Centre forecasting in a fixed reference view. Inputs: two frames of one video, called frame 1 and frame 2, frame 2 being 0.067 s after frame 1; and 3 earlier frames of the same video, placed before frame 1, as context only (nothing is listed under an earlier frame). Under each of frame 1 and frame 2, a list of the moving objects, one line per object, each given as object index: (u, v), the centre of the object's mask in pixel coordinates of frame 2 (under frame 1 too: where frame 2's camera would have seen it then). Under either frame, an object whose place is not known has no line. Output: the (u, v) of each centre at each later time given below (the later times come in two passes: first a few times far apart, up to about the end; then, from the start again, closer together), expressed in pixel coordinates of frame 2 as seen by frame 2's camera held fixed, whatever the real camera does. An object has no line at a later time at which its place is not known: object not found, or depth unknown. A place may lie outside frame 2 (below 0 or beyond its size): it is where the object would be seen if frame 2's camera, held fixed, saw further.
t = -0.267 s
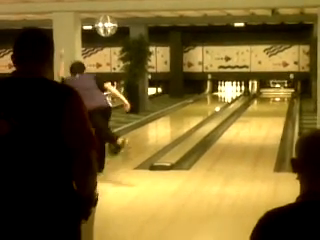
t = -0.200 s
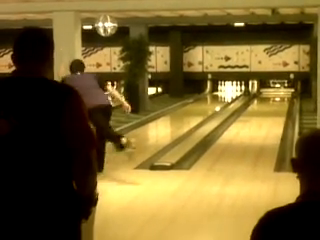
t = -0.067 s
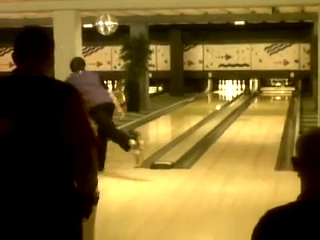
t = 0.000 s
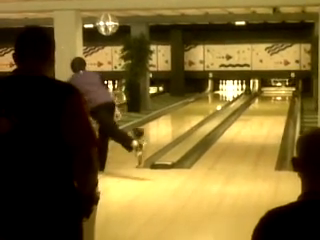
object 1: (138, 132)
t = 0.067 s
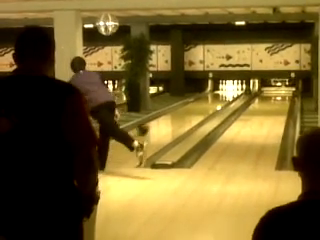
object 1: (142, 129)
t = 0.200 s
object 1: (151, 125)
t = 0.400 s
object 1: (162, 117)
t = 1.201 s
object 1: (192, 100)
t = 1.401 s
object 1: (199, 97)
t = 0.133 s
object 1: (147, 127)
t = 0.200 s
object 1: (151, 125)
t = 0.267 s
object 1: (155, 123)
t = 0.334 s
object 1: (158, 118)
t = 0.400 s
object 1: (162, 117)
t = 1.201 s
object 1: (192, 100)
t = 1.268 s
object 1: (194, 99)
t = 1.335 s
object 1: (197, 98)
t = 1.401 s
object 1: (199, 97)
